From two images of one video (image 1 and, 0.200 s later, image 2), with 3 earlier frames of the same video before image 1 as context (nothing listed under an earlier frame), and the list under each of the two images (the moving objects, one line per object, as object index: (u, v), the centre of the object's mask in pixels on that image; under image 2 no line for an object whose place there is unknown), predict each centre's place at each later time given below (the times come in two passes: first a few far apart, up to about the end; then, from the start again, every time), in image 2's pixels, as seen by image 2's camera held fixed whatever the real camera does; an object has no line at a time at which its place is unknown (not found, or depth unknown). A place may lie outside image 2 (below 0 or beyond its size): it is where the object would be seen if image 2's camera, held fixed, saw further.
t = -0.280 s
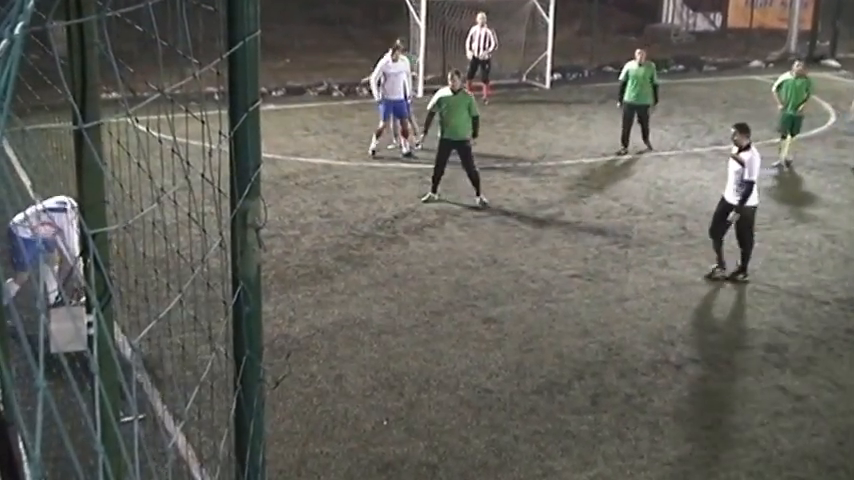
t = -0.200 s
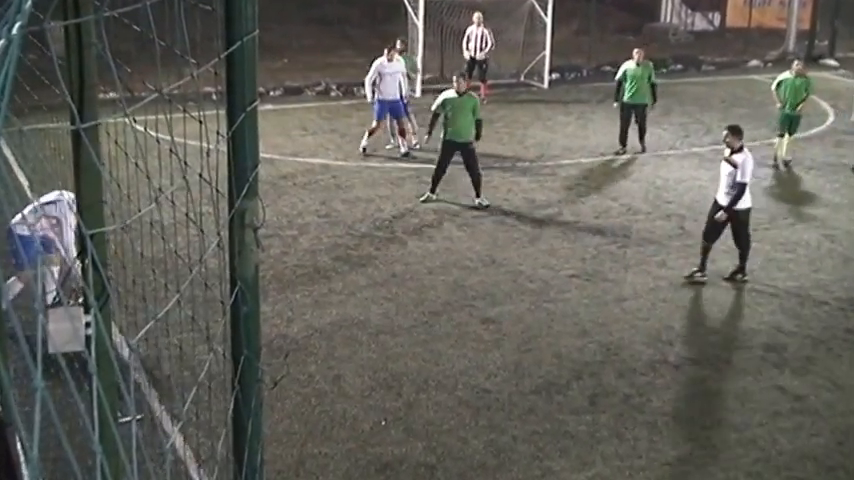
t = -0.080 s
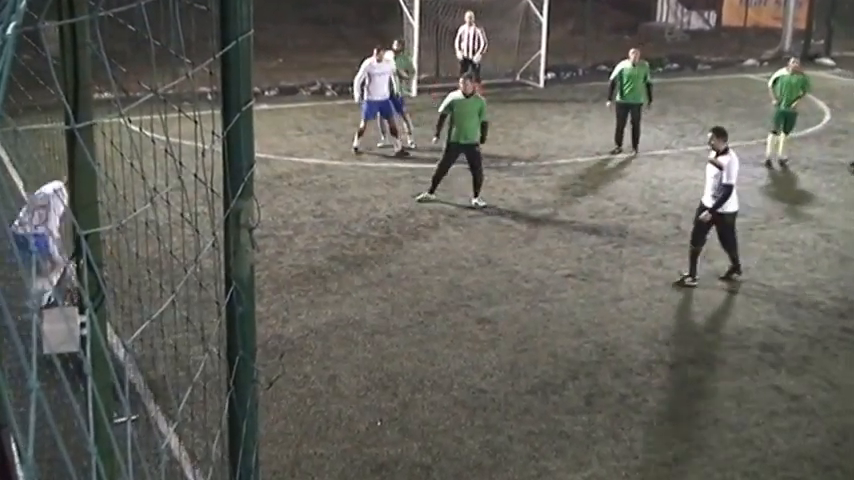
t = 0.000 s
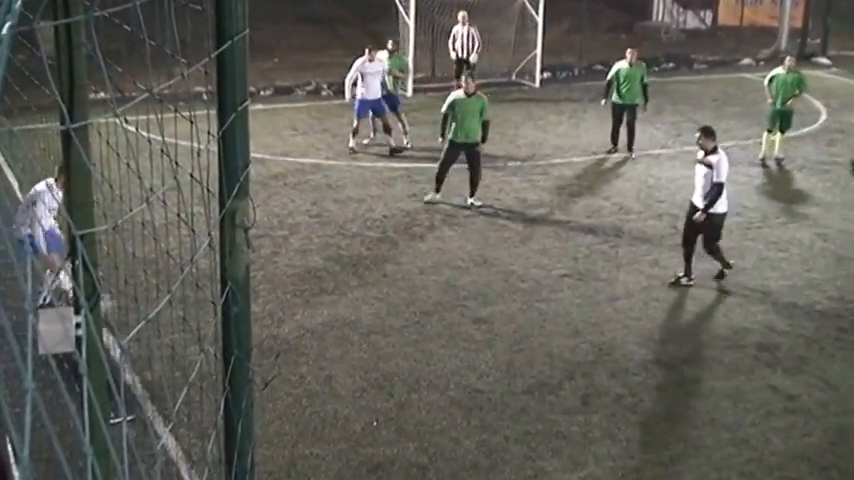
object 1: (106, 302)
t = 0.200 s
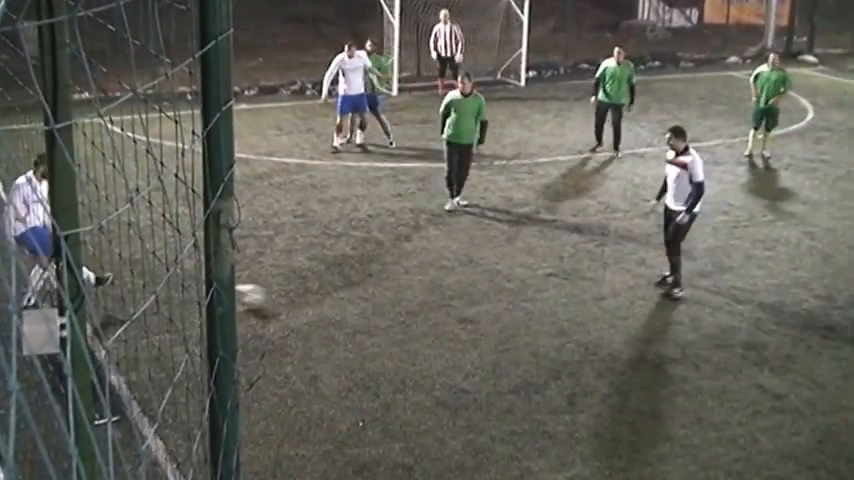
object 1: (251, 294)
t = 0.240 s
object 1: (280, 295)
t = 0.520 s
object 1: (447, 285)
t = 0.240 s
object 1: (280, 295)
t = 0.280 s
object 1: (308, 293)
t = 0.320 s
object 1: (333, 292)
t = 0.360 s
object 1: (359, 291)
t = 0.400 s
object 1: (382, 289)
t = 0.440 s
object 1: (405, 289)
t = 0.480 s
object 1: (427, 287)
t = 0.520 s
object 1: (447, 285)
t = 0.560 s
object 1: (467, 286)
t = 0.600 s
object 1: (486, 281)
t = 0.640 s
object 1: (503, 280)
